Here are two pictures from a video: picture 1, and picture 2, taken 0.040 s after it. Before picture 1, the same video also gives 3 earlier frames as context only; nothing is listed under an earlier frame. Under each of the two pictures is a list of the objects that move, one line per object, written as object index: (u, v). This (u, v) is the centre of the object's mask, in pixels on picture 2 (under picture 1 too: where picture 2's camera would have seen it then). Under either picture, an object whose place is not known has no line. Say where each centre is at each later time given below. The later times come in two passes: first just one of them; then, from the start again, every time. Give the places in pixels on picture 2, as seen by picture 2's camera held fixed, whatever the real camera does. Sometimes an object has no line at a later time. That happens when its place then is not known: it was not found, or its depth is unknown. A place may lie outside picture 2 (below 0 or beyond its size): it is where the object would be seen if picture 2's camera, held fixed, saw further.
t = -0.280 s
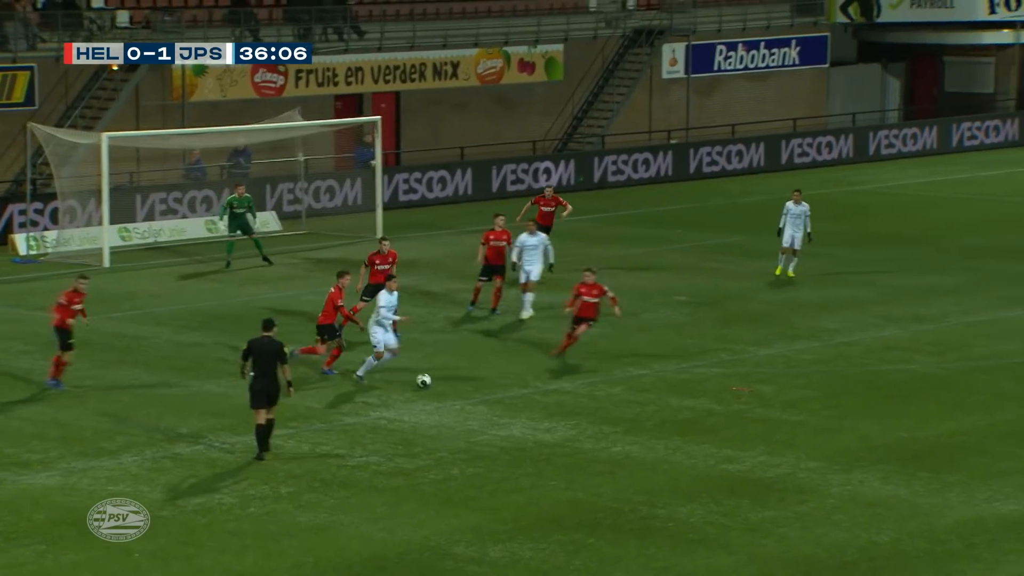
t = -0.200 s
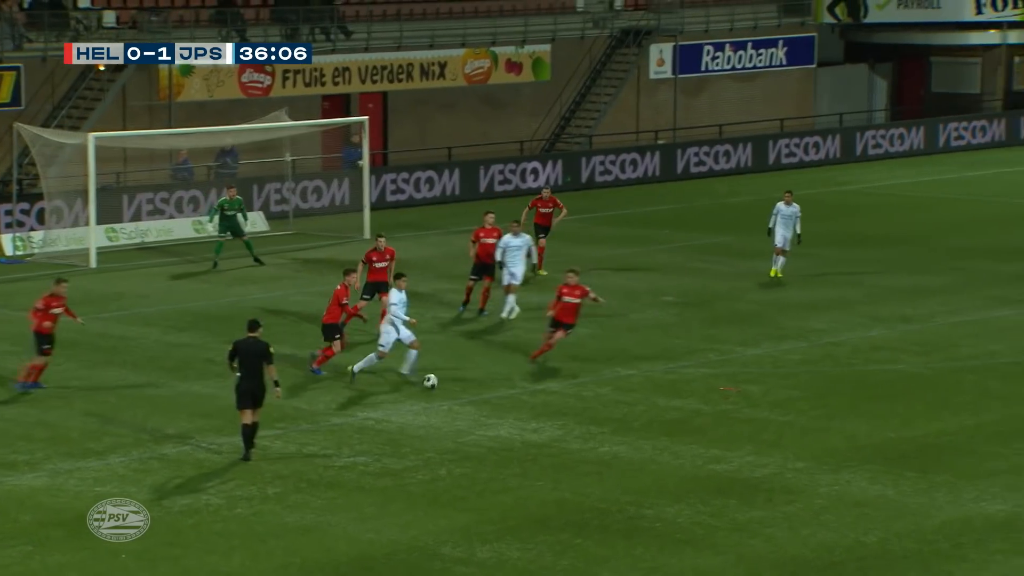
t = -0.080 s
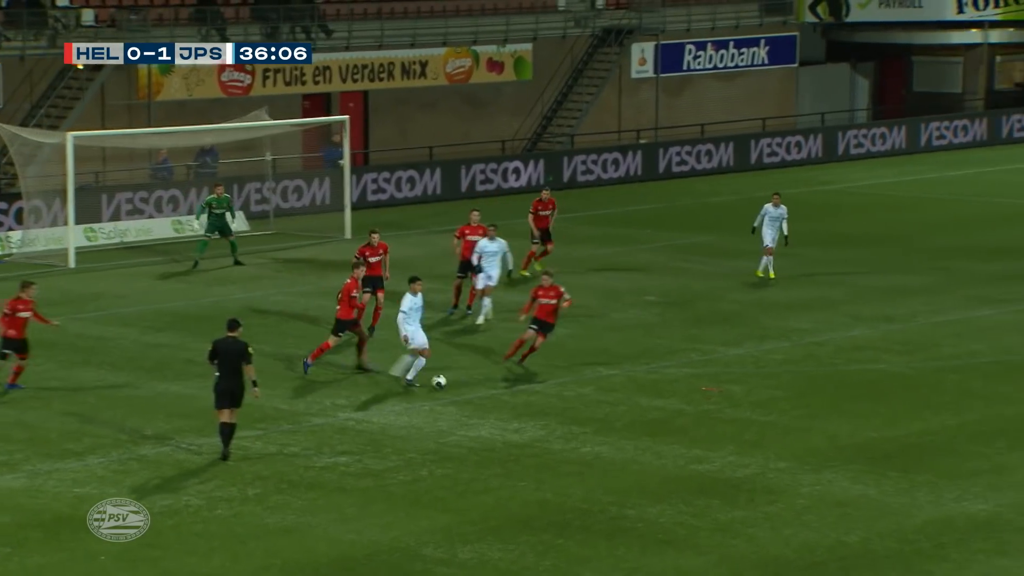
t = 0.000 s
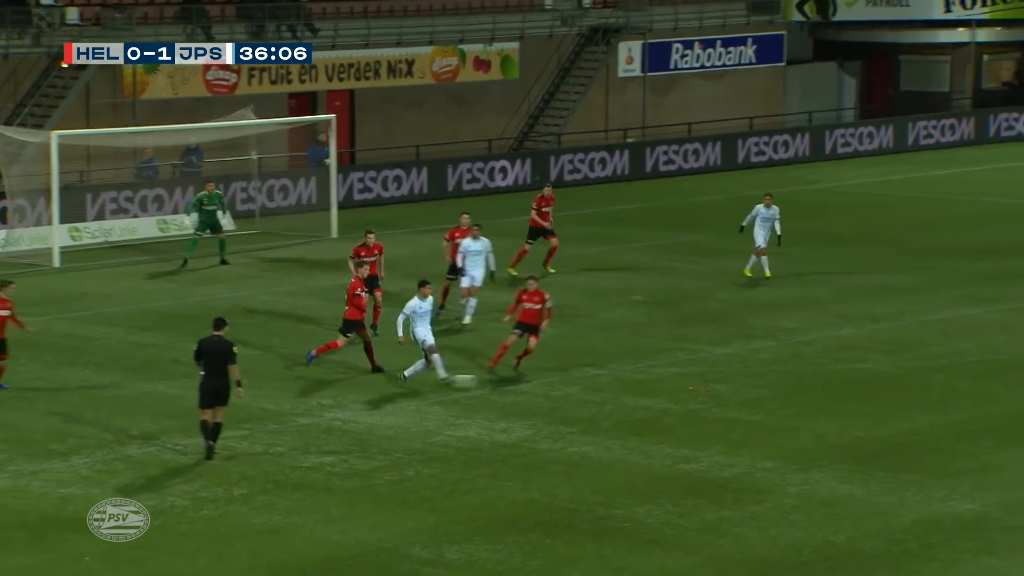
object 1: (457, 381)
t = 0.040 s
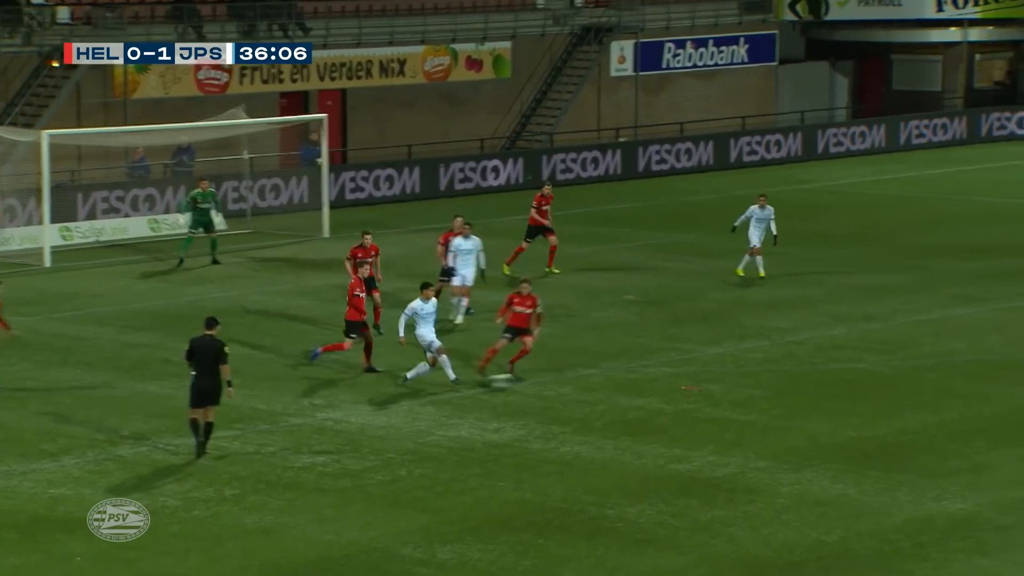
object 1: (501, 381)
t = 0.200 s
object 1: (667, 381)
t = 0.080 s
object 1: (544, 380)
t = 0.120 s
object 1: (587, 381)
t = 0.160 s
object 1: (627, 381)
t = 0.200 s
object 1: (667, 381)
